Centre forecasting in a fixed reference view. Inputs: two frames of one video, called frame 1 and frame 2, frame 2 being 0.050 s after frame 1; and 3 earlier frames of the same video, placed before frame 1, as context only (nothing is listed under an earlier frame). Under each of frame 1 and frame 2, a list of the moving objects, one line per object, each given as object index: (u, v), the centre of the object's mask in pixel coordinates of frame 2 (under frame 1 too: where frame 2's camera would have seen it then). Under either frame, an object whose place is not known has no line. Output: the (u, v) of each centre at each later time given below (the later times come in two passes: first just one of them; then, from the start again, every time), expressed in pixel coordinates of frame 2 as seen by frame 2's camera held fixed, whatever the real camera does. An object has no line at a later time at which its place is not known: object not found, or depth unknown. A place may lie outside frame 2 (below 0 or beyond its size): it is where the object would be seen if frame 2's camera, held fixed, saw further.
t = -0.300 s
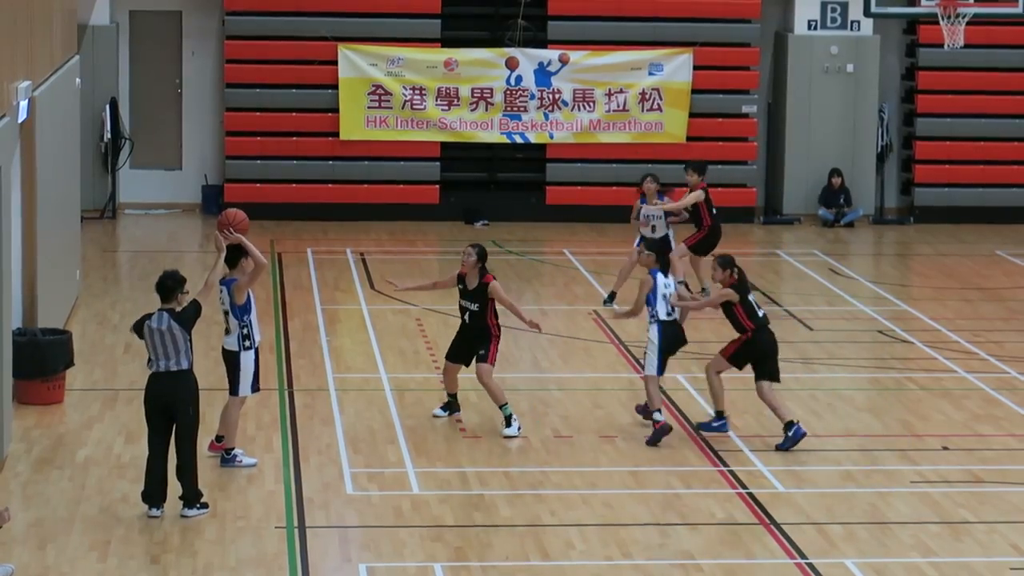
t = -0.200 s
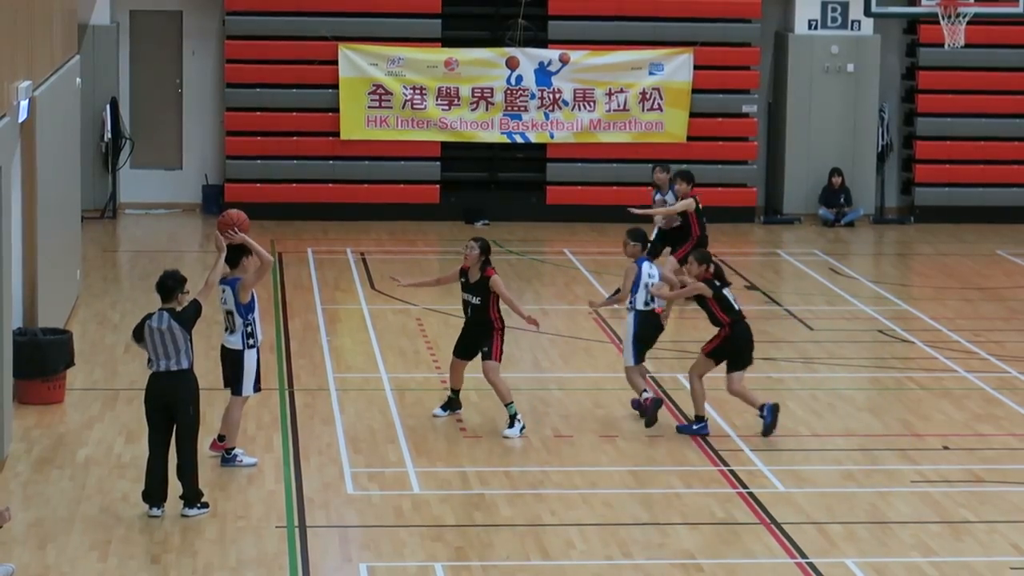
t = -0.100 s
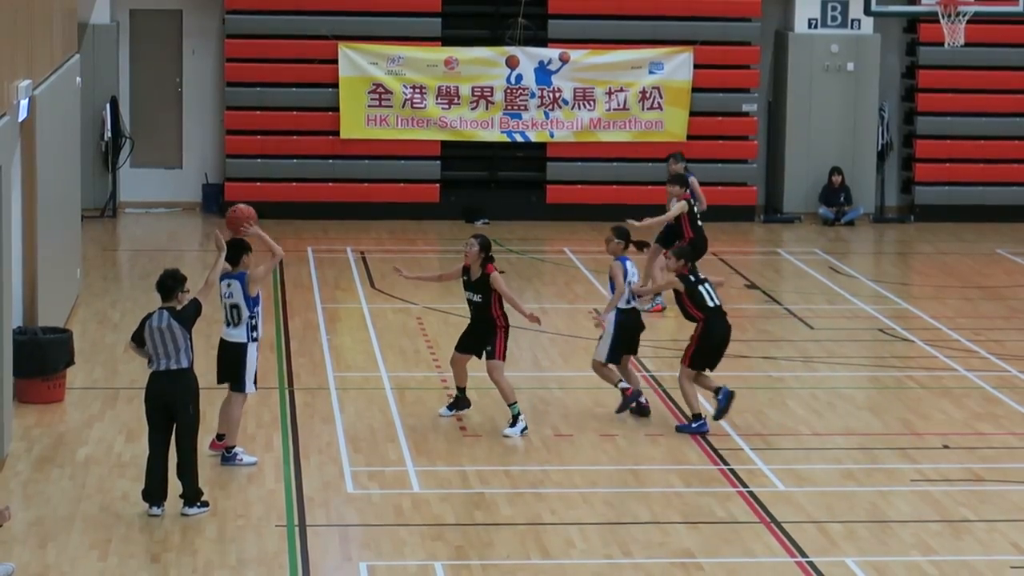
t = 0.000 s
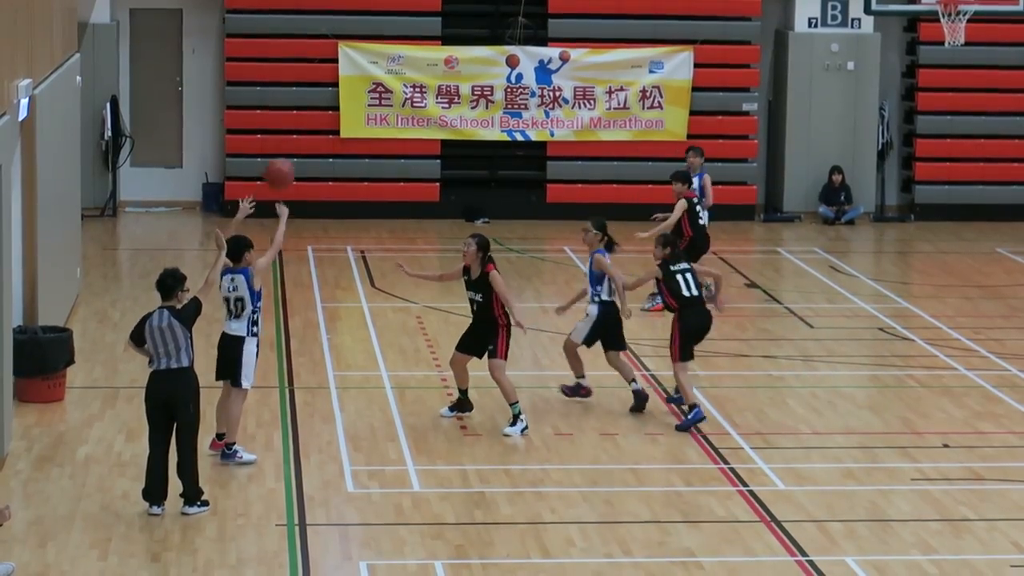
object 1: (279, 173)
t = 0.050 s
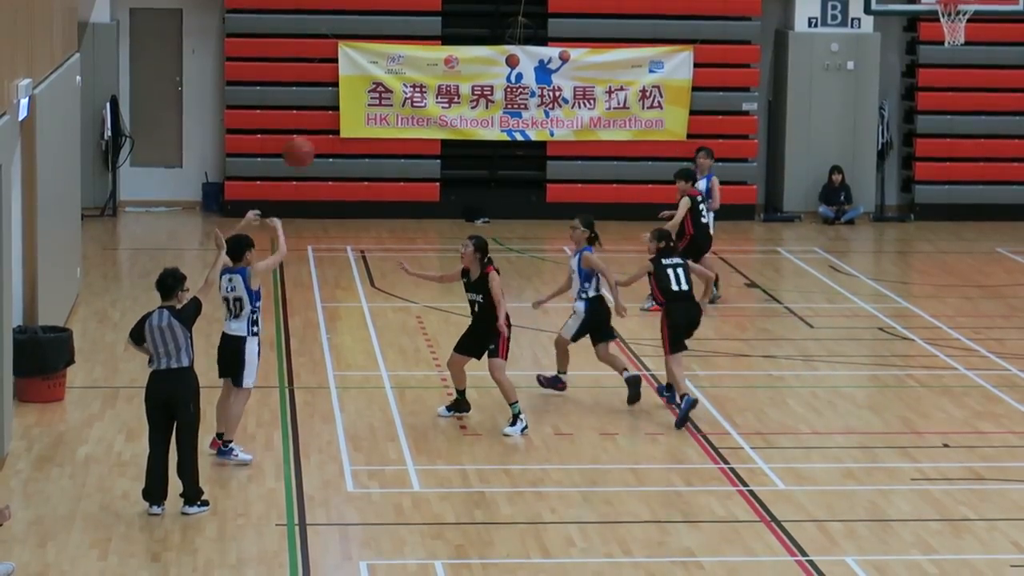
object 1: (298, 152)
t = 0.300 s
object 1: (388, 103)
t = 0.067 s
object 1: (305, 146)
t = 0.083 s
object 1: (310, 141)
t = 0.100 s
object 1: (318, 136)
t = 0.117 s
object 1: (324, 130)
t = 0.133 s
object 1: (330, 126)
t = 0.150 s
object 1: (336, 122)
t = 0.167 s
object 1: (342, 119)
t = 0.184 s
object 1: (348, 116)
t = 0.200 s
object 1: (354, 113)
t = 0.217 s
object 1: (360, 110)
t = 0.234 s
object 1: (366, 108)
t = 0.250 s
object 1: (371, 106)
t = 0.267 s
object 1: (377, 105)
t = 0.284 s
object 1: (383, 103)
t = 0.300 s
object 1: (388, 103)
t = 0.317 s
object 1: (393, 102)
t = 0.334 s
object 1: (399, 102)
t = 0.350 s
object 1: (404, 103)
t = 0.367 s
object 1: (409, 103)
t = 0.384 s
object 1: (415, 104)
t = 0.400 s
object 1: (420, 105)
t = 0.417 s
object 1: (424, 107)
